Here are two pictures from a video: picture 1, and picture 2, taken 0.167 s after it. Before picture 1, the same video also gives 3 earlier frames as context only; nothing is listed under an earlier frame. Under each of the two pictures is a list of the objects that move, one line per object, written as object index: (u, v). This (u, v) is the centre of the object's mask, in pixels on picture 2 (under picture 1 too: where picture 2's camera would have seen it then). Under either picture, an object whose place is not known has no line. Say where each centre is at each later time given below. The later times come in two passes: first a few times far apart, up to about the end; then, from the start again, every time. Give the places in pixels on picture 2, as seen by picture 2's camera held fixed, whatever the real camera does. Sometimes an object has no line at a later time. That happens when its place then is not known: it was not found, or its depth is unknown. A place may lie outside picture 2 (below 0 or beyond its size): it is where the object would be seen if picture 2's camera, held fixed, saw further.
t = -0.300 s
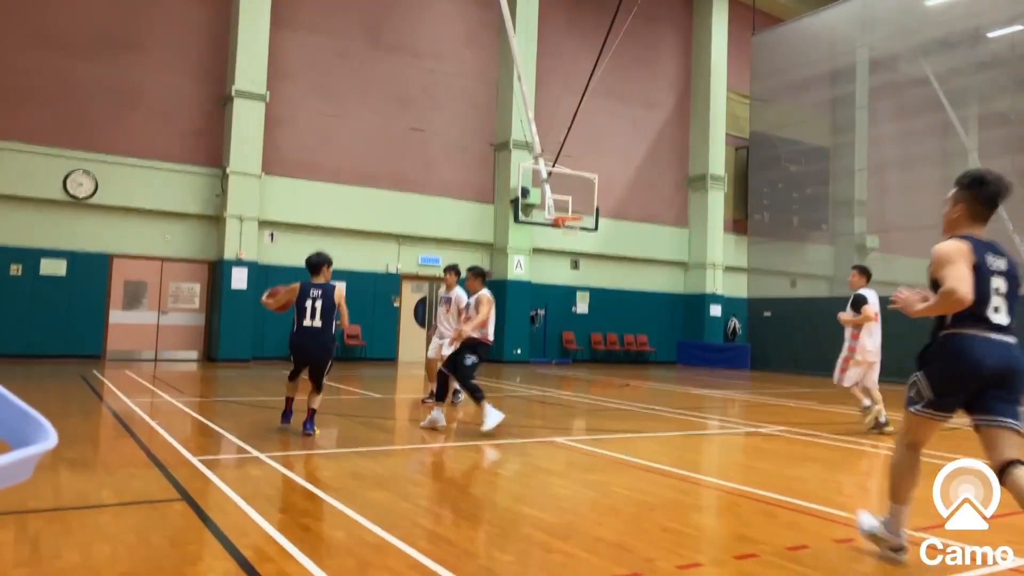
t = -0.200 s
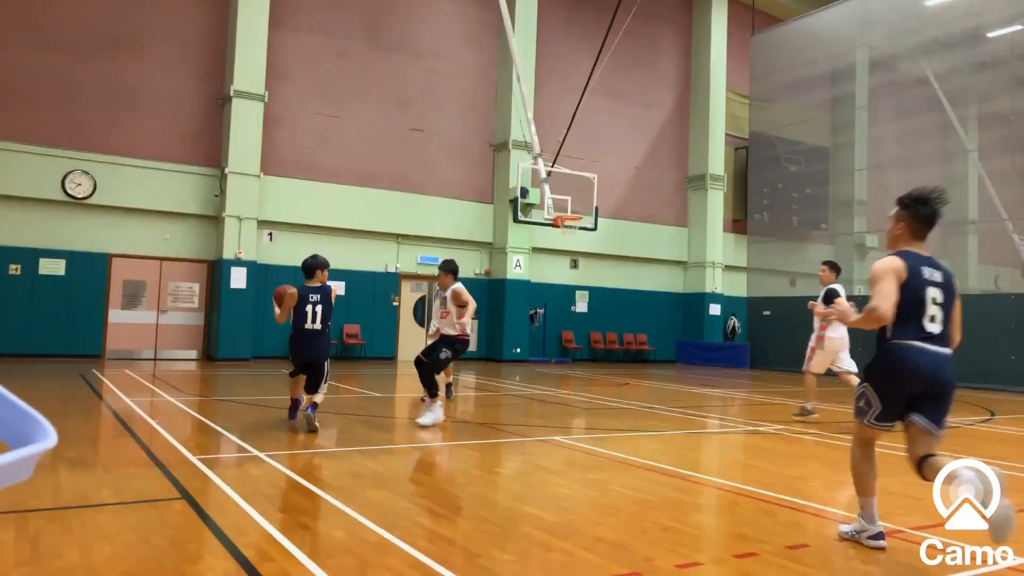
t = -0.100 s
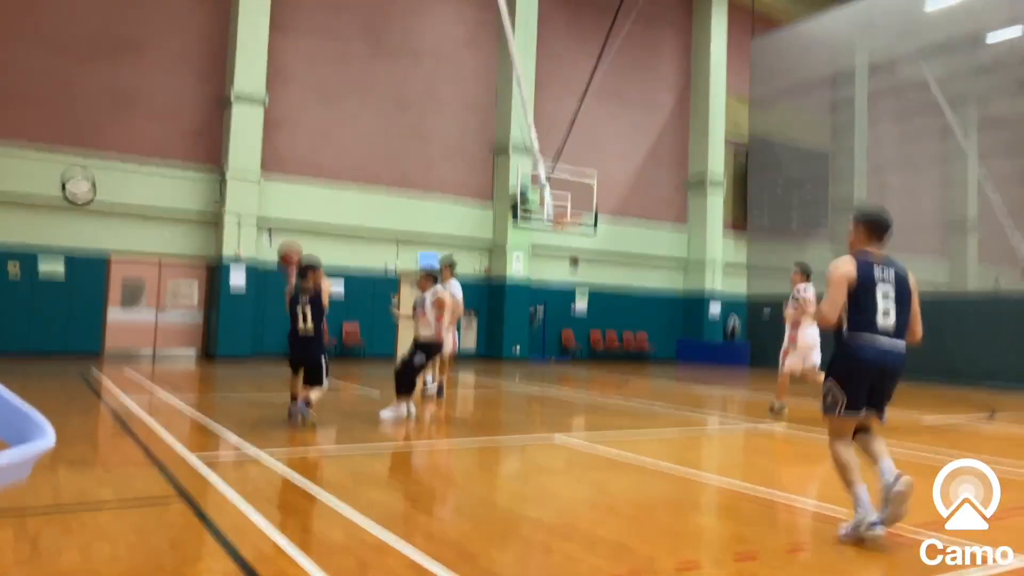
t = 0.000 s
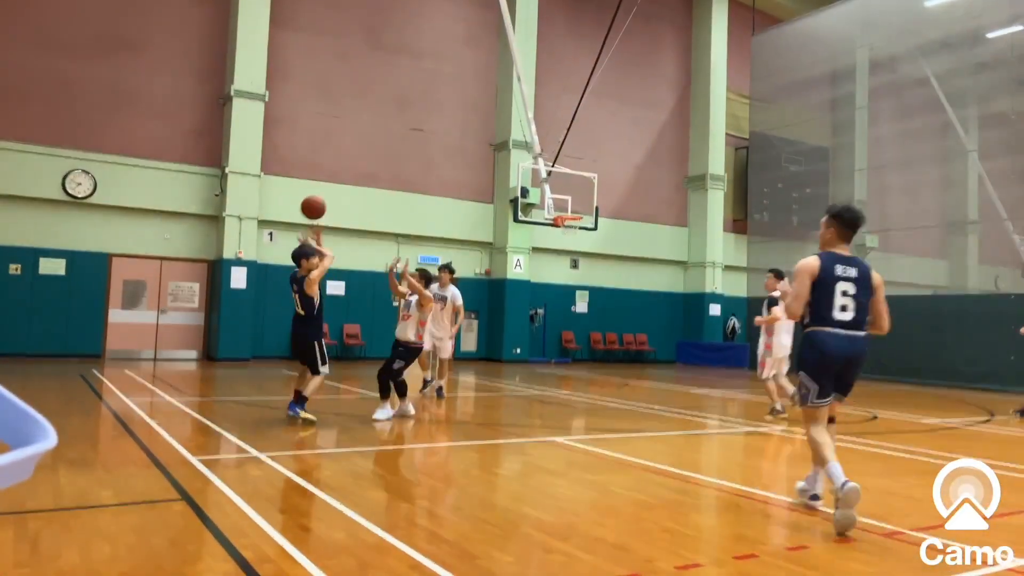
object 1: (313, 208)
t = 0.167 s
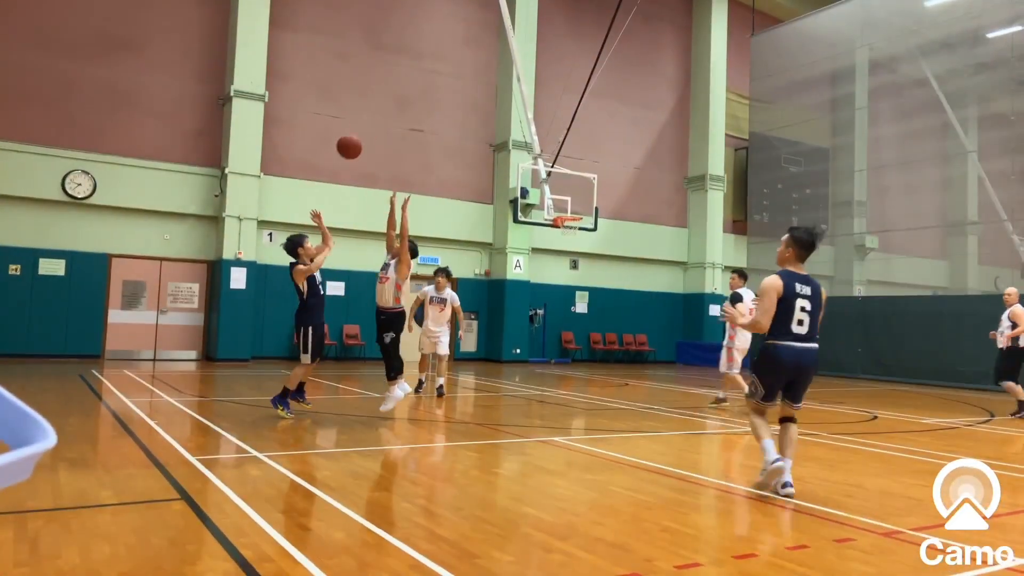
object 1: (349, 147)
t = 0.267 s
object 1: (370, 123)
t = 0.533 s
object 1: (426, 106)
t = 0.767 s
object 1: (474, 150)
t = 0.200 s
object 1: (356, 138)
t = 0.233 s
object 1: (363, 130)
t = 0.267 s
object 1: (370, 123)
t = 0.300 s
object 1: (378, 117)
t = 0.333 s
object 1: (384, 112)
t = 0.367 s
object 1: (391, 108)
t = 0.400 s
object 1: (398, 106)
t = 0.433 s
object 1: (405, 104)
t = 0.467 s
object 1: (412, 103)
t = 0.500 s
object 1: (419, 104)
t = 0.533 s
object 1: (426, 106)
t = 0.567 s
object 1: (432, 108)
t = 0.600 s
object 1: (440, 113)
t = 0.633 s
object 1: (446, 117)
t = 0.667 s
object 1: (453, 124)
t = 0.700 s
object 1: (460, 132)
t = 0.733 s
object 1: (467, 141)
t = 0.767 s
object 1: (474, 150)
